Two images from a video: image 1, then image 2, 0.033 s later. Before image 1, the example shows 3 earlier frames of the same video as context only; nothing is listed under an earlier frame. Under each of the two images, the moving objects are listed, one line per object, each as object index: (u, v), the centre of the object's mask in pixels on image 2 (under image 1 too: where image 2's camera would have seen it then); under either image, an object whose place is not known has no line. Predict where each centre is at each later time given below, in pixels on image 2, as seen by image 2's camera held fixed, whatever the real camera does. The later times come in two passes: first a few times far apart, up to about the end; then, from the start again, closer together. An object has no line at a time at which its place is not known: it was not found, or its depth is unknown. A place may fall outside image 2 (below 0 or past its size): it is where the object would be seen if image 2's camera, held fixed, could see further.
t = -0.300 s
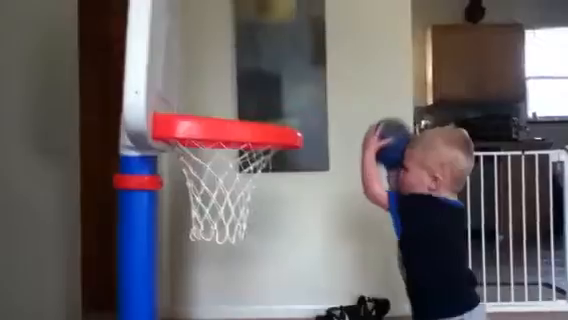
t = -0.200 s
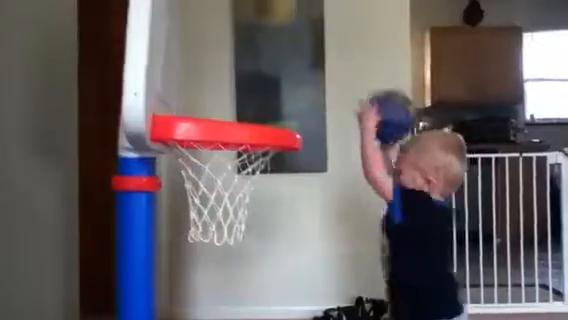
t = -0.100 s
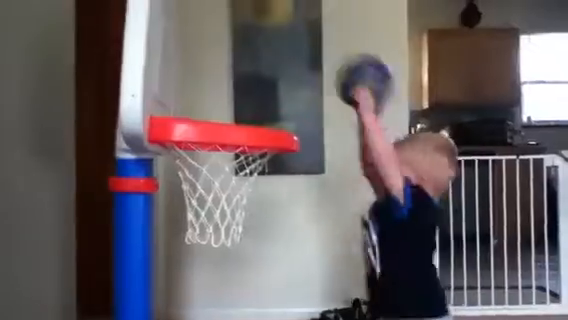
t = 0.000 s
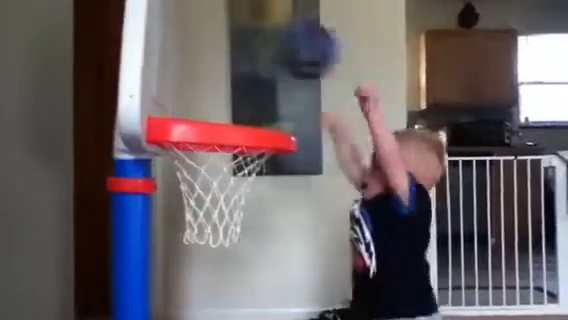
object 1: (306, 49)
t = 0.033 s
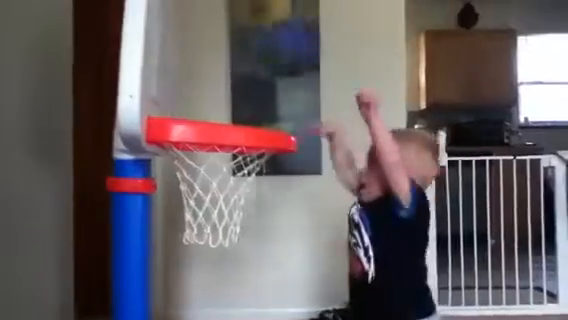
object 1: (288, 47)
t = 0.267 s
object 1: (208, 110)
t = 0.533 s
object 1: (250, 309)
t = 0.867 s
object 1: (292, 306)
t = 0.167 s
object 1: (199, 88)
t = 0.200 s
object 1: (184, 101)
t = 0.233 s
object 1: (198, 105)
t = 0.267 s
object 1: (208, 110)
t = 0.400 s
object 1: (244, 197)
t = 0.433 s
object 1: (246, 223)
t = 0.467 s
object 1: (248, 249)
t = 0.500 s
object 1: (248, 278)
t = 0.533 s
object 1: (250, 309)
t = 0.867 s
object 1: (292, 306)
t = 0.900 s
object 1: (298, 308)
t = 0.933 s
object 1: (303, 310)
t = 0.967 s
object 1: (306, 315)
